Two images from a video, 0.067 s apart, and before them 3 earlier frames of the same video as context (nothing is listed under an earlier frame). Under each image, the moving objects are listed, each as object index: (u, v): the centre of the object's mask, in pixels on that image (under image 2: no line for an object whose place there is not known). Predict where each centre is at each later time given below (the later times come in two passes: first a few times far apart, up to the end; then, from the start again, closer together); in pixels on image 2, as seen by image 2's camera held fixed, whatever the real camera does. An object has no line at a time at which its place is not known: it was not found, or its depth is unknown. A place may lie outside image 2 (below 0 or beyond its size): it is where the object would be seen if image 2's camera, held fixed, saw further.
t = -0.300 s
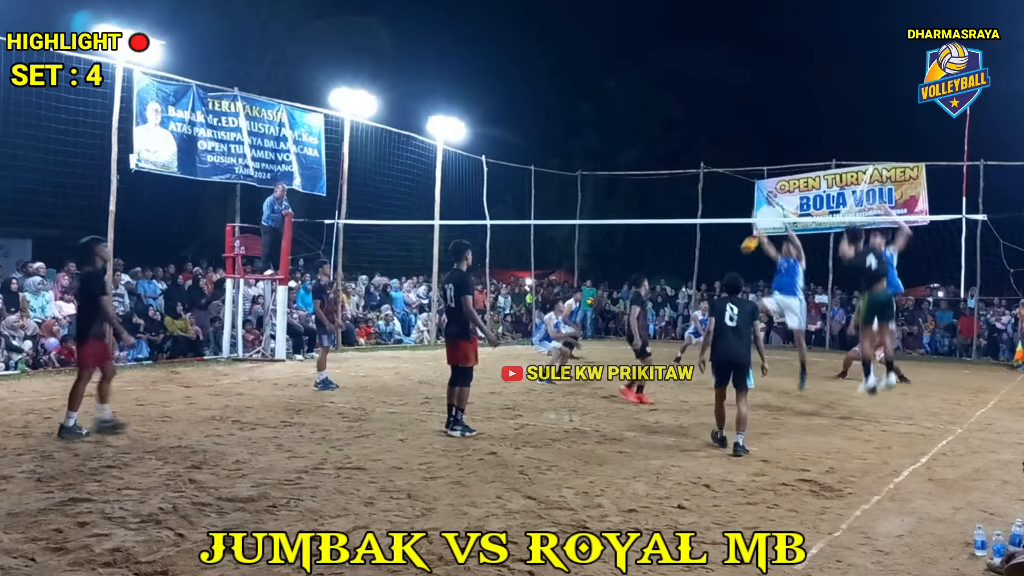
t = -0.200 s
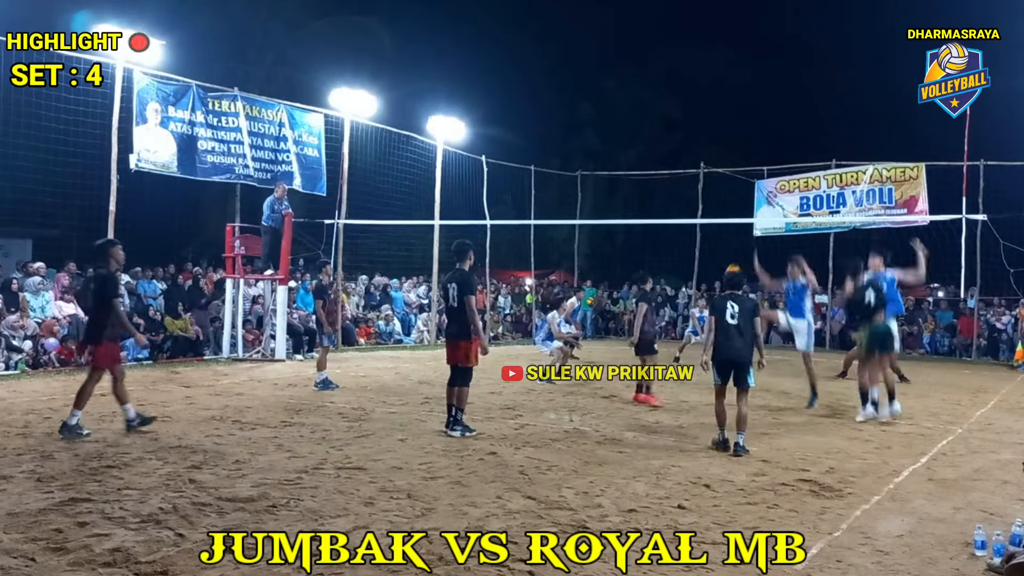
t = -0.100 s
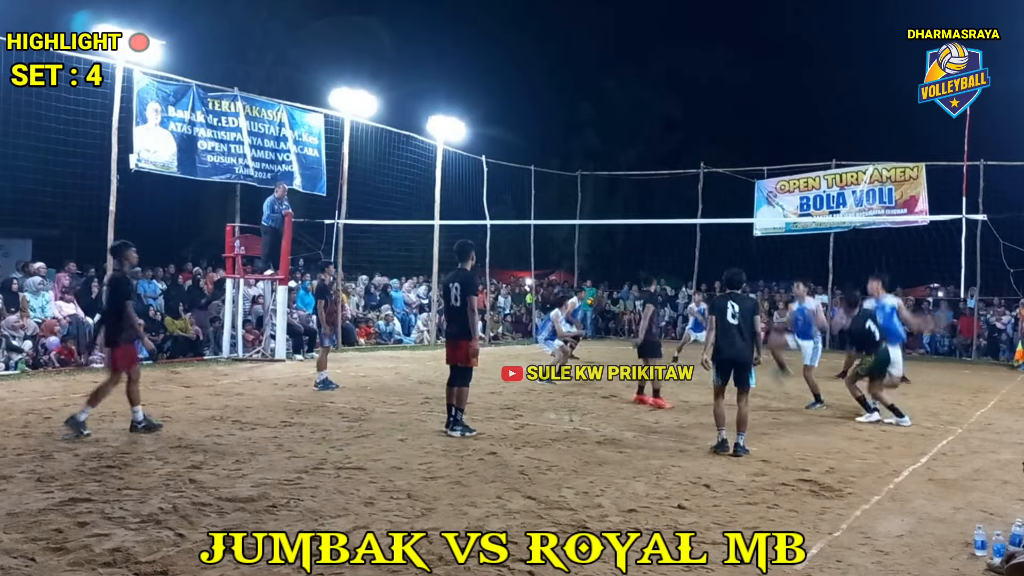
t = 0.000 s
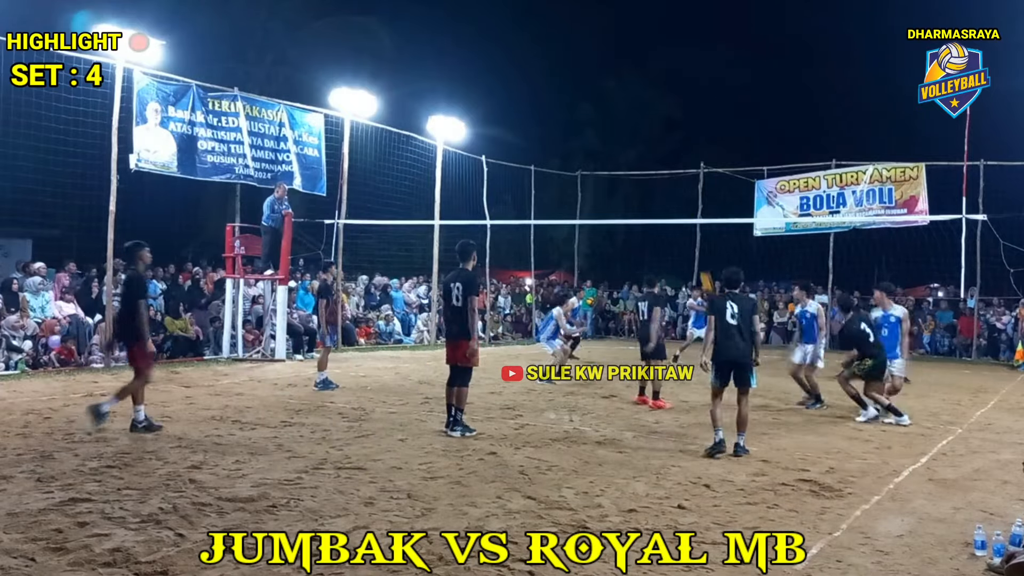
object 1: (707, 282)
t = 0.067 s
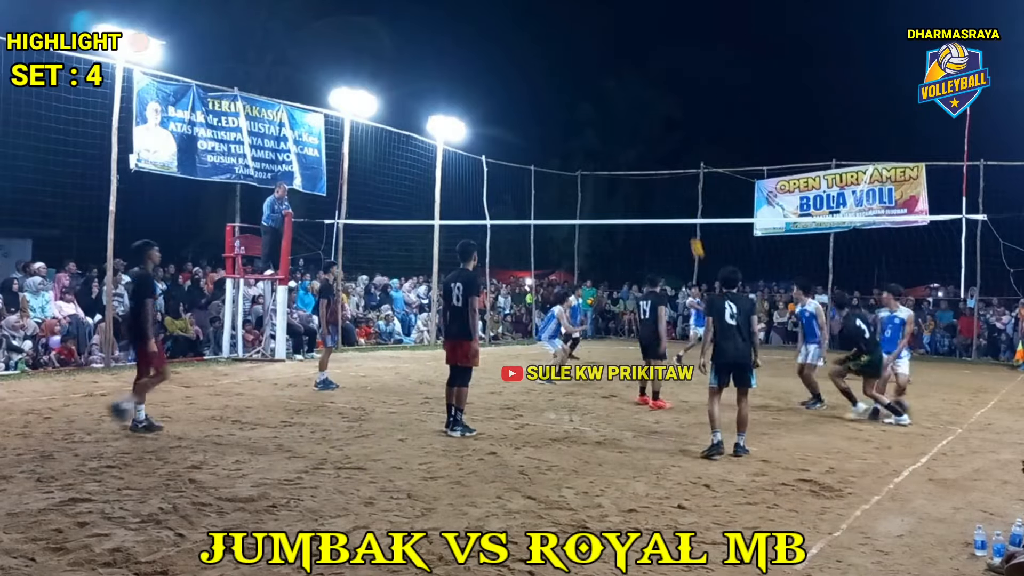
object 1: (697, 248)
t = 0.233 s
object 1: (672, 175)
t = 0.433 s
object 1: (640, 107)
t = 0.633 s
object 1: (606, 60)
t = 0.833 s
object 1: (573, 35)
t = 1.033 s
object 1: (539, 32)
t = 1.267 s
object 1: (500, 54)
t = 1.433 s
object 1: (472, 88)
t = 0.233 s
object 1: (672, 175)
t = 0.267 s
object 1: (666, 162)
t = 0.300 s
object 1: (661, 150)
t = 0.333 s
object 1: (656, 138)
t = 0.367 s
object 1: (651, 128)
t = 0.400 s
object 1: (645, 117)
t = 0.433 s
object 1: (640, 107)
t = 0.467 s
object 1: (634, 98)
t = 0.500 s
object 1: (629, 89)
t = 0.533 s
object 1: (623, 81)
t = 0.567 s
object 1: (618, 74)
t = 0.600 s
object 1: (612, 67)
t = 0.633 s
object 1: (606, 60)
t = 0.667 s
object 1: (601, 55)
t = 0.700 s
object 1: (595, 50)
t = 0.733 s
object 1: (590, 46)
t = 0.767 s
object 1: (584, 42)
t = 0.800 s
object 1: (579, 38)
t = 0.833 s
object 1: (573, 35)
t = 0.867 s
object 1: (567, 34)
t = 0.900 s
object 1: (562, 32)
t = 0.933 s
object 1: (556, 31)
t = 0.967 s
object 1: (550, 31)
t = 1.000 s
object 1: (545, 31)
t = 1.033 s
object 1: (539, 32)
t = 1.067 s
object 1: (534, 33)
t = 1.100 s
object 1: (528, 35)
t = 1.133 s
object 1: (522, 38)
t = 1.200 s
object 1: (511, 45)
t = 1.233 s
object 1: (506, 49)
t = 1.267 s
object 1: (500, 54)
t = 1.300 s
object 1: (494, 60)
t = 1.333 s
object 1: (489, 66)
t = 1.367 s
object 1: (484, 73)
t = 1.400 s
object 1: (478, 80)
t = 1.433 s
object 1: (472, 88)
